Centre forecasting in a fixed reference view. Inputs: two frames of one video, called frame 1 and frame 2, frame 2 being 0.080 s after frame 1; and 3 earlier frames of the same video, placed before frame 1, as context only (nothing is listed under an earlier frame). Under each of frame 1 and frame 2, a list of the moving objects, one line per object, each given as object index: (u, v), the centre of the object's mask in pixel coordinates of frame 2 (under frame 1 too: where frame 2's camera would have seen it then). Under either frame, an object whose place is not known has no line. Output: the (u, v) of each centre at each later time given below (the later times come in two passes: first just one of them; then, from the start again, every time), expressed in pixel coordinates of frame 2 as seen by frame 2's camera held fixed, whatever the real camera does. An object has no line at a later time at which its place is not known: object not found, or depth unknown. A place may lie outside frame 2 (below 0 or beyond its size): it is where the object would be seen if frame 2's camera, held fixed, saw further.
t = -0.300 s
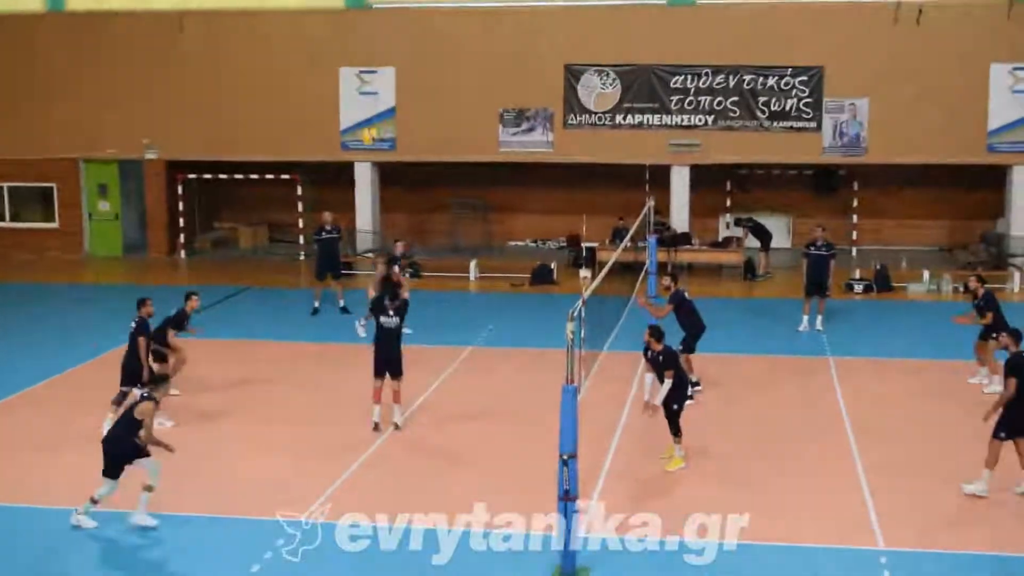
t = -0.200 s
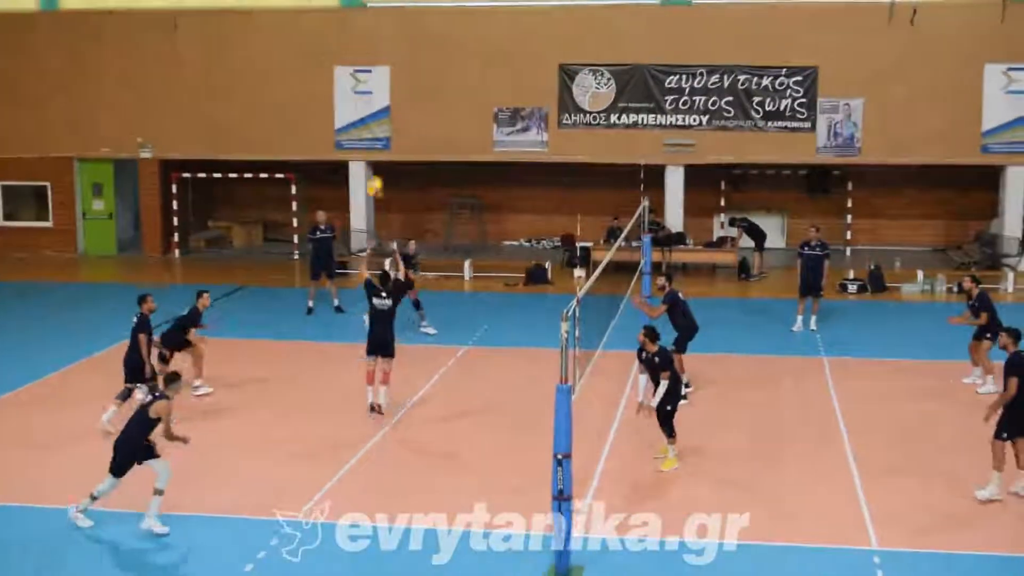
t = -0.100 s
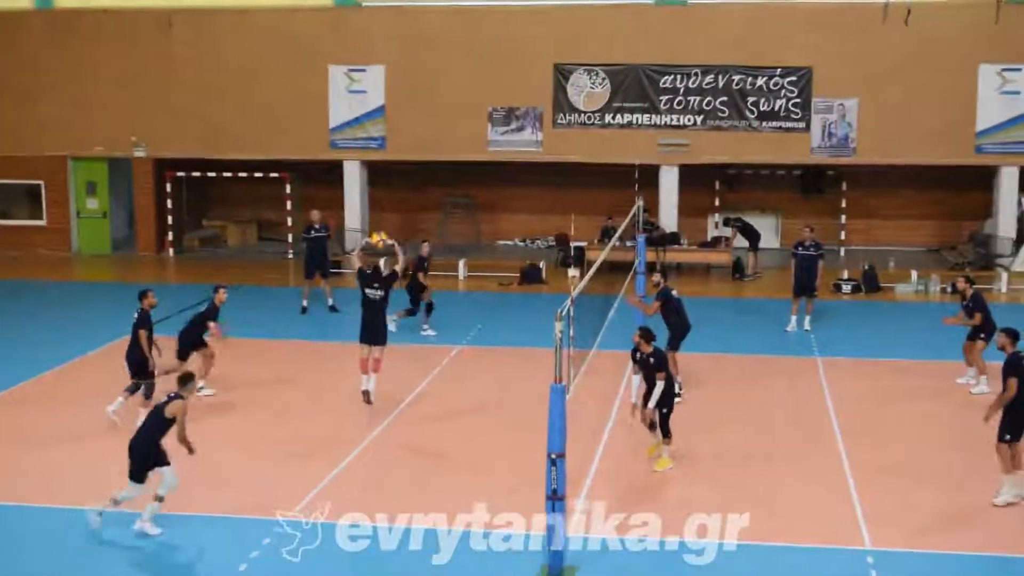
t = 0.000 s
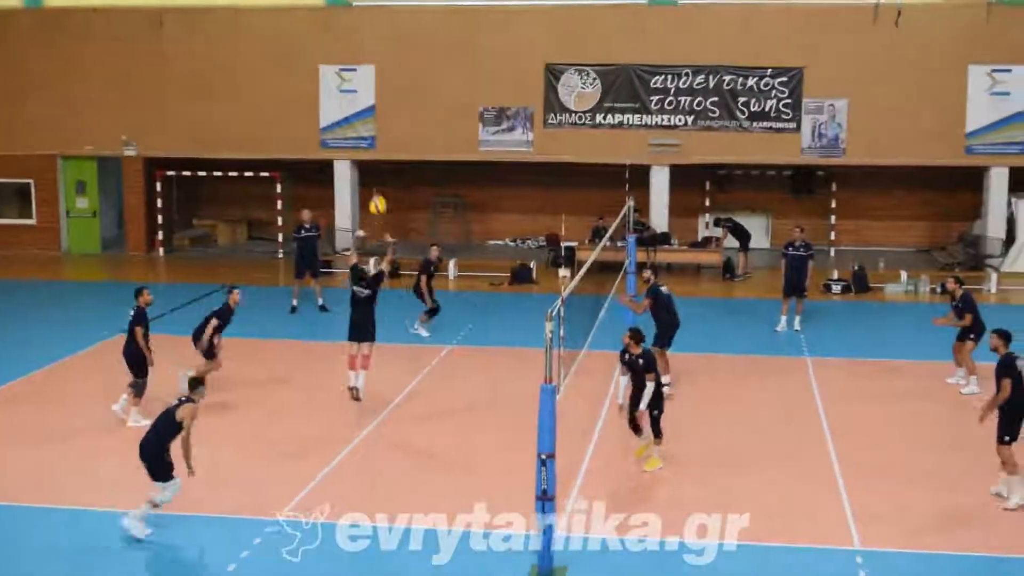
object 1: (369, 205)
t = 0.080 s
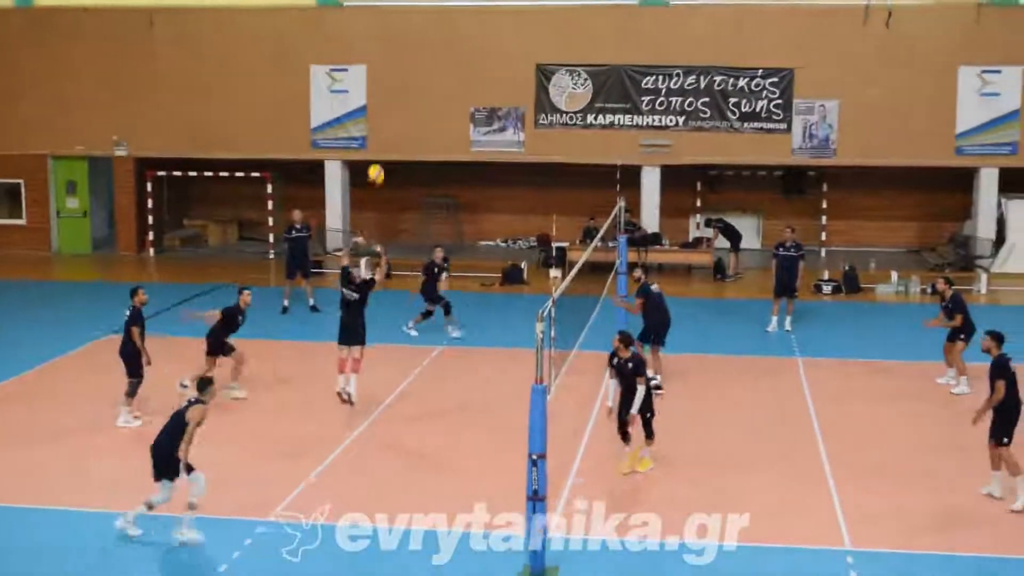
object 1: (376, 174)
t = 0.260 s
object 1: (392, 121)
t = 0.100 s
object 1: (378, 167)
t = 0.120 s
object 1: (379, 161)
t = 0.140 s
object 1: (381, 153)
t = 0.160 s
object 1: (383, 148)
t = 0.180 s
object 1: (385, 141)
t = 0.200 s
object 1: (387, 136)
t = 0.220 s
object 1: (389, 130)
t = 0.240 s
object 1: (390, 125)
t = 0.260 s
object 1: (392, 121)
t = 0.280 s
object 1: (394, 117)
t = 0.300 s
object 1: (397, 113)
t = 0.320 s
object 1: (399, 109)
